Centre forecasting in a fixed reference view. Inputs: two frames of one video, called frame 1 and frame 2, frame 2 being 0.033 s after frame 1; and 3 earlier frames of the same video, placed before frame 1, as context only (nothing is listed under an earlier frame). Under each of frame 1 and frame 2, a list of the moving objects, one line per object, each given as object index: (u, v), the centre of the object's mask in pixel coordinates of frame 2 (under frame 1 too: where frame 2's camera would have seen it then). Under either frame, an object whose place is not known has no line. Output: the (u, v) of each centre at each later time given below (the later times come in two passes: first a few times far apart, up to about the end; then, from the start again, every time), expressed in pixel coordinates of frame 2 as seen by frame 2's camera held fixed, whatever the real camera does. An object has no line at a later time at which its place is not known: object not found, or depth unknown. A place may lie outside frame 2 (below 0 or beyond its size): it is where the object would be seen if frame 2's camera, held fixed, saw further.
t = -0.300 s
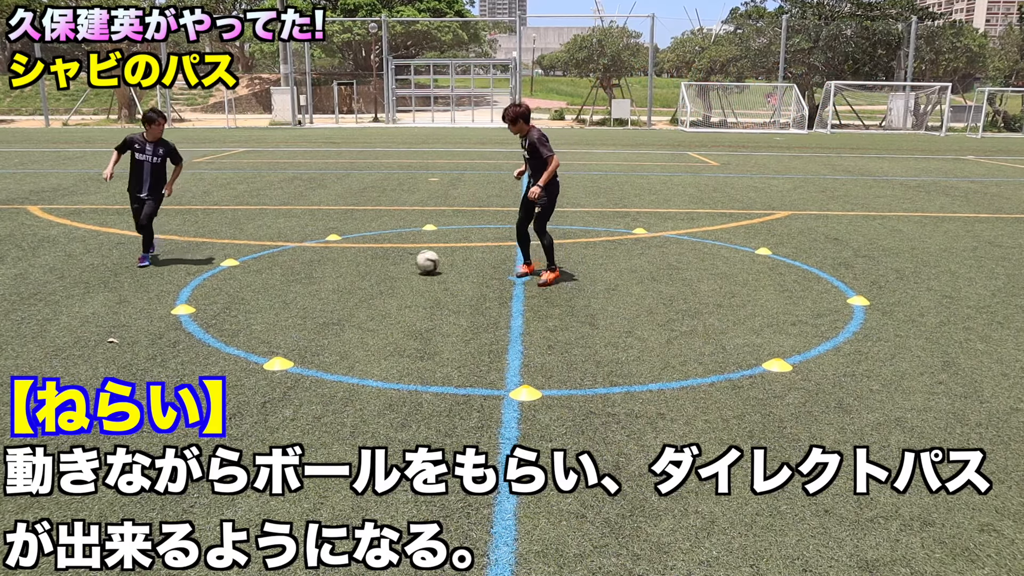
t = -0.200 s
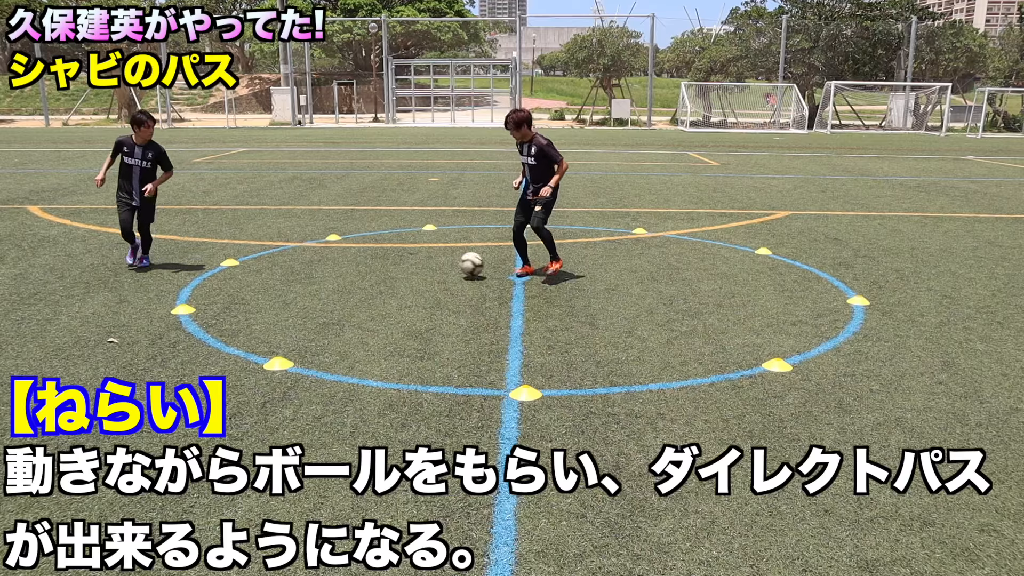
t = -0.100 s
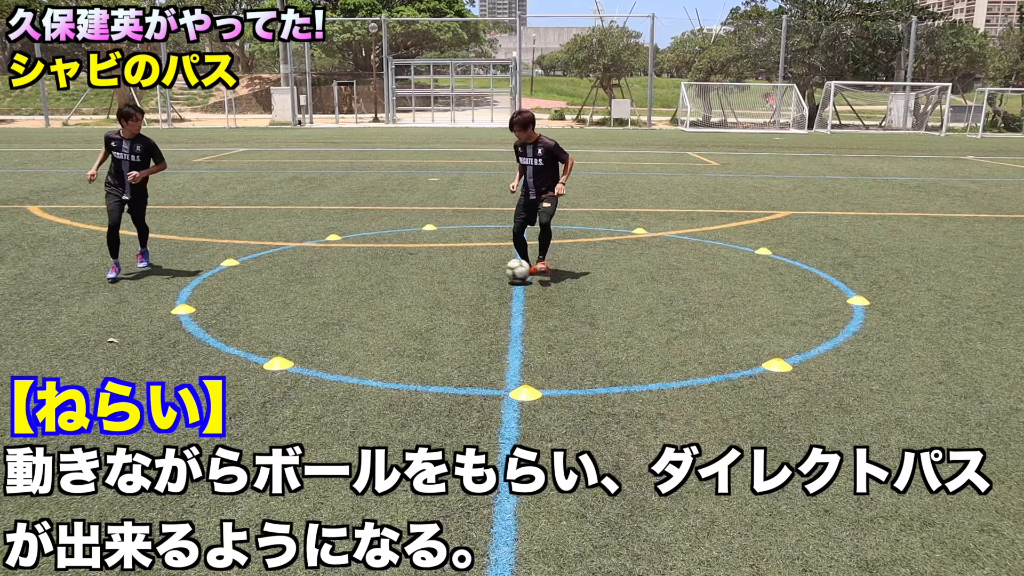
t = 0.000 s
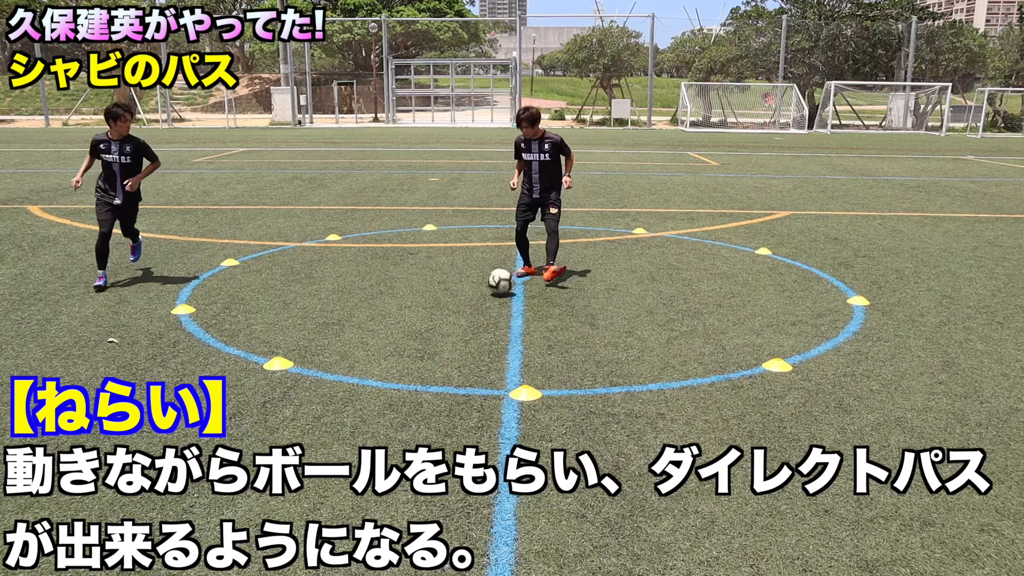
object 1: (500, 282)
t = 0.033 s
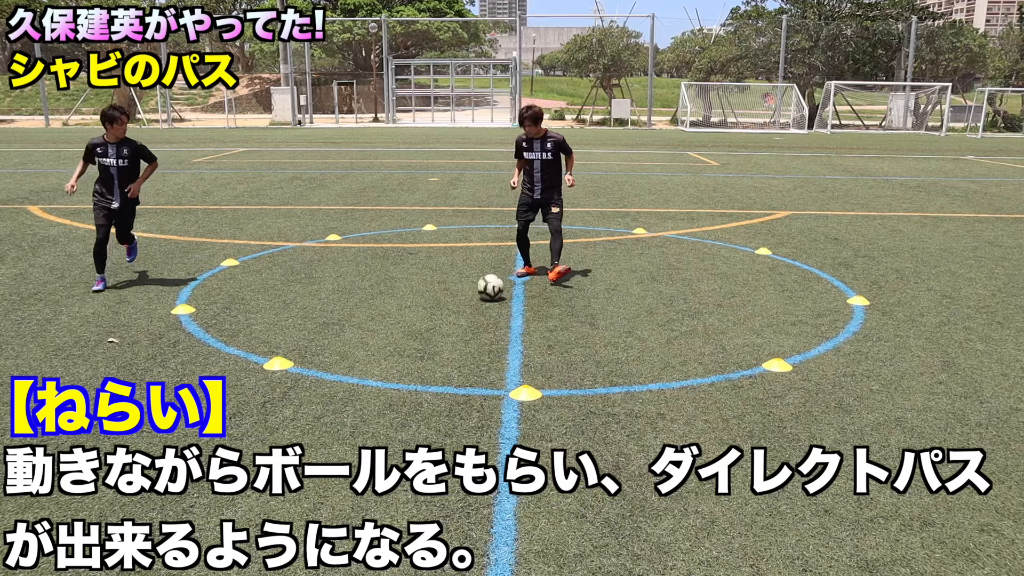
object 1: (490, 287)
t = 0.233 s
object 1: (445, 309)
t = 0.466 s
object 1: (401, 341)
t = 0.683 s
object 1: (355, 376)
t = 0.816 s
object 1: (321, 401)
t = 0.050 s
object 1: (486, 289)
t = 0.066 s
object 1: (482, 289)
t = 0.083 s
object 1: (478, 291)
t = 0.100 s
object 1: (474, 292)
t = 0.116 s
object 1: (470, 295)
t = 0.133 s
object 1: (466, 297)
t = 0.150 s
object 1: (462, 300)
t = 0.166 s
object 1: (458, 303)
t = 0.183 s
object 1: (454, 305)
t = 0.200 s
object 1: (451, 306)
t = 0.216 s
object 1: (448, 307)
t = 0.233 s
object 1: (445, 309)
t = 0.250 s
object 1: (442, 310)
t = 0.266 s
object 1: (438, 312)
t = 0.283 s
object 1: (436, 315)
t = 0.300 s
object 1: (432, 318)
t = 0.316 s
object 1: (429, 322)
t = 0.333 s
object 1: (427, 323)
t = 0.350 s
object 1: (423, 325)
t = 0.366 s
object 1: (420, 326)
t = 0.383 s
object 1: (418, 328)
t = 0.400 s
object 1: (414, 330)
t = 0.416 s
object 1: (411, 333)
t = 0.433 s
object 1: (408, 336)
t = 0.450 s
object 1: (404, 339)
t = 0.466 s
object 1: (401, 341)
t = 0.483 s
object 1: (398, 343)
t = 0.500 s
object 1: (395, 345)
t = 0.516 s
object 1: (392, 347)
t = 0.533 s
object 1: (388, 350)
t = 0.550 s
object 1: (384, 353)
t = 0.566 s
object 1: (382, 357)
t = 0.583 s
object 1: (378, 359)
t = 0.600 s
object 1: (374, 361)
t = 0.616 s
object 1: (371, 364)
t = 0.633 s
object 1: (367, 367)
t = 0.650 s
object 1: (363, 370)
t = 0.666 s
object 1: (359, 373)
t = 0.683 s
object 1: (355, 376)
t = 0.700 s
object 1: (351, 379)
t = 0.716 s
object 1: (347, 382)
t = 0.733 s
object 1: (343, 385)
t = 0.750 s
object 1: (339, 388)
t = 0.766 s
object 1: (334, 391)
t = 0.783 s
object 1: (330, 394)
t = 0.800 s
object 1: (326, 398)
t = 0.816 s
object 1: (321, 401)
